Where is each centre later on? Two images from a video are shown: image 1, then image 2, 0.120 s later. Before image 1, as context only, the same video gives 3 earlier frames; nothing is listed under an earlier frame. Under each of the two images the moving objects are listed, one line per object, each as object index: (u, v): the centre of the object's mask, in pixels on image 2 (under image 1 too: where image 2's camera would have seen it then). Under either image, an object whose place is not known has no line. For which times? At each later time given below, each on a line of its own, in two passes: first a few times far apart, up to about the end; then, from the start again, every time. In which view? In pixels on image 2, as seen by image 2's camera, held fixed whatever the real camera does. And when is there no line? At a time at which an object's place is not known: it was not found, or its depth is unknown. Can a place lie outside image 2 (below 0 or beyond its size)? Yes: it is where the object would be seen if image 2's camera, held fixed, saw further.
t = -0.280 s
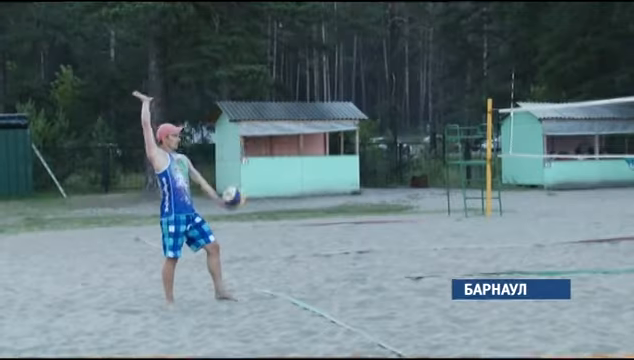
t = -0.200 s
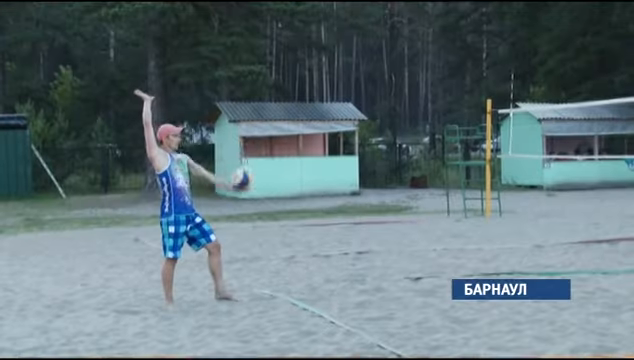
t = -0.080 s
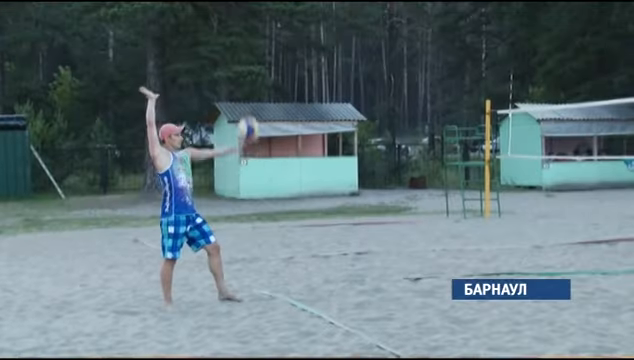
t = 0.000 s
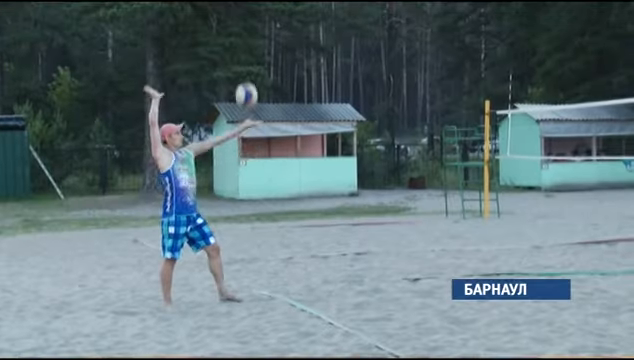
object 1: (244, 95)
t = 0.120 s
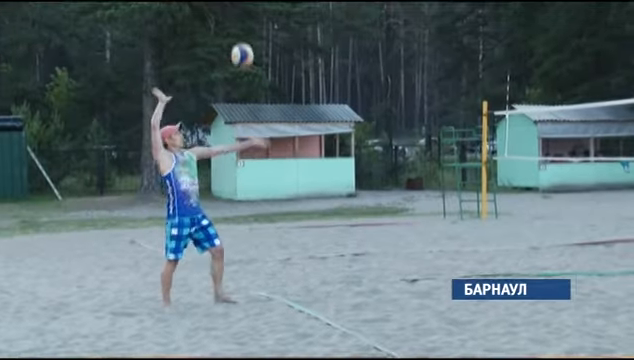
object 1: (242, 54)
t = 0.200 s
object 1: (241, 36)
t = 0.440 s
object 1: (238, 17)
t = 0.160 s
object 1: (241, 44)
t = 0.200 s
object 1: (241, 36)
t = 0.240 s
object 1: (240, 29)
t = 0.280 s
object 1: (240, 23)
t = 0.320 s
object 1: (239, 19)
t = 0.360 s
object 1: (239, 17)
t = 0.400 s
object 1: (238, 16)
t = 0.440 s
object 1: (238, 17)
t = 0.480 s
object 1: (237, 19)
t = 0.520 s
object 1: (237, 23)
